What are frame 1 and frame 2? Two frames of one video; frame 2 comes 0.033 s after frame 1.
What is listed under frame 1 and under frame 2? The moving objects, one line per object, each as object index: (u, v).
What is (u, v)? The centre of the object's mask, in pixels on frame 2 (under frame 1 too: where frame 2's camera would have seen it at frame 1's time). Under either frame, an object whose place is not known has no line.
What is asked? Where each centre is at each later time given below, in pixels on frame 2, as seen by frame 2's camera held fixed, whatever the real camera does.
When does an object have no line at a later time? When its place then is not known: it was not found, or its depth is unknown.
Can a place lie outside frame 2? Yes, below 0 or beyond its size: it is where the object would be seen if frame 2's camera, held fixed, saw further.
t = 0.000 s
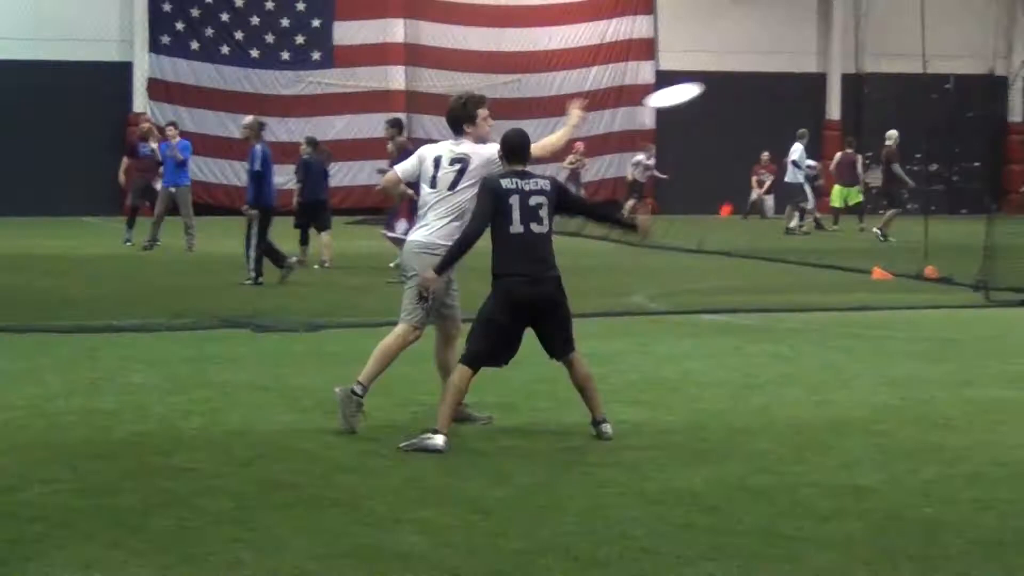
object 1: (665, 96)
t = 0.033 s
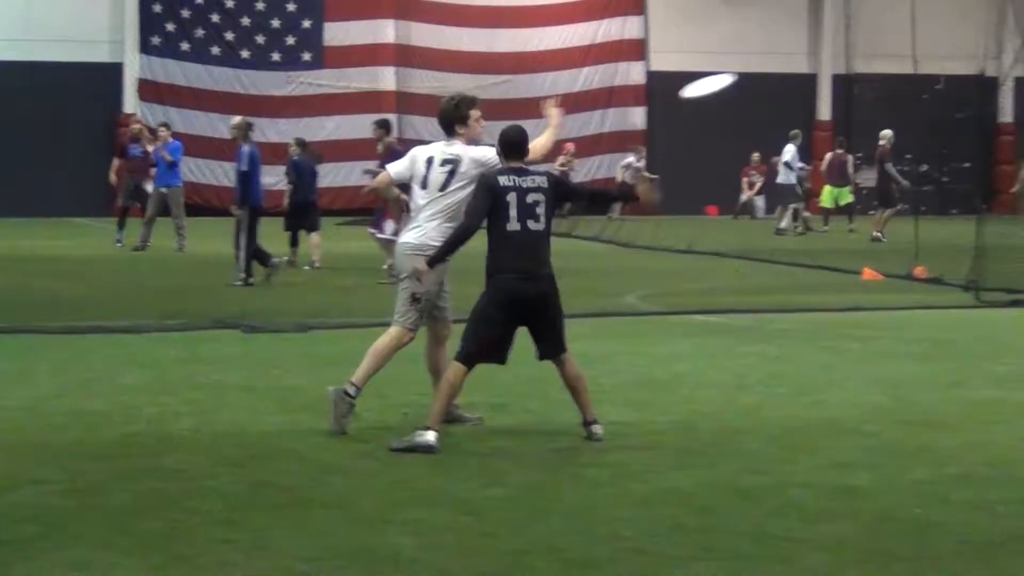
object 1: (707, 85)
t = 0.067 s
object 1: (750, 77)
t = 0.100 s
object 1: (787, 71)
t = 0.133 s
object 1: (825, 65)
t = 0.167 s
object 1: (865, 59)
